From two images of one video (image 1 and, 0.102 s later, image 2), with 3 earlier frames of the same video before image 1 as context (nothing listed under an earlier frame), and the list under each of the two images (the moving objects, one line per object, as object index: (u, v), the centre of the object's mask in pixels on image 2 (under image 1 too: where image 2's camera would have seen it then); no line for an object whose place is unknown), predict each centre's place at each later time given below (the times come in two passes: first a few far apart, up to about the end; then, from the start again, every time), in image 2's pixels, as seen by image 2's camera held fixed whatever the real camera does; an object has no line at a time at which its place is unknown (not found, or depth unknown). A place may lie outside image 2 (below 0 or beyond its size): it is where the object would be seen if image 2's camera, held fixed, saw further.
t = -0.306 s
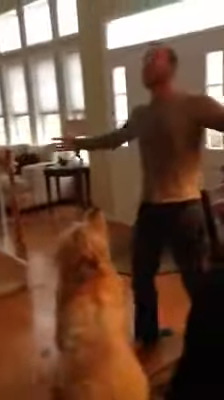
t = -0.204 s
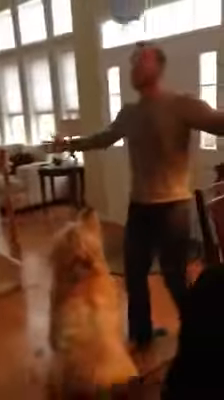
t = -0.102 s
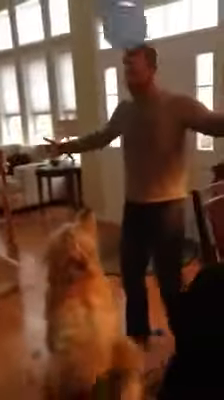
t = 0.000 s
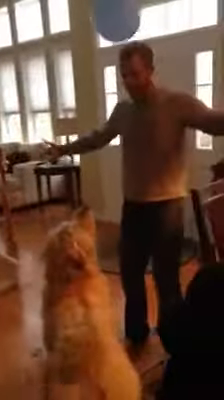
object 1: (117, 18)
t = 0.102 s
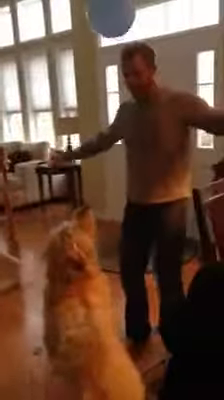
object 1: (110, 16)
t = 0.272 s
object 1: (99, 17)
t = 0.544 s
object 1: (78, 43)
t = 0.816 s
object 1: (60, 121)
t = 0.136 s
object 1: (108, 16)
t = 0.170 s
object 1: (106, 16)
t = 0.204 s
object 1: (102, 16)
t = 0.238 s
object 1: (101, 16)
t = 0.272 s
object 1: (99, 17)
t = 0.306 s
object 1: (99, 18)
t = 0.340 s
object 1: (93, 22)
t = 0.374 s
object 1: (90, 25)
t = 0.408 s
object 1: (88, 26)
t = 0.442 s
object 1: (87, 28)
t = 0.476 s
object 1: (84, 31)
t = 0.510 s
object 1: (82, 36)
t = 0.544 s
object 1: (78, 43)
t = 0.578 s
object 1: (77, 51)
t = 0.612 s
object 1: (74, 59)
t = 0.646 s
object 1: (71, 67)
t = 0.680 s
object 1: (68, 77)
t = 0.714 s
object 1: (65, 89)
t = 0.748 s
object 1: (64, 98)
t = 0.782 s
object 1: (63, 110)
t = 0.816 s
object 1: (60, 121)
